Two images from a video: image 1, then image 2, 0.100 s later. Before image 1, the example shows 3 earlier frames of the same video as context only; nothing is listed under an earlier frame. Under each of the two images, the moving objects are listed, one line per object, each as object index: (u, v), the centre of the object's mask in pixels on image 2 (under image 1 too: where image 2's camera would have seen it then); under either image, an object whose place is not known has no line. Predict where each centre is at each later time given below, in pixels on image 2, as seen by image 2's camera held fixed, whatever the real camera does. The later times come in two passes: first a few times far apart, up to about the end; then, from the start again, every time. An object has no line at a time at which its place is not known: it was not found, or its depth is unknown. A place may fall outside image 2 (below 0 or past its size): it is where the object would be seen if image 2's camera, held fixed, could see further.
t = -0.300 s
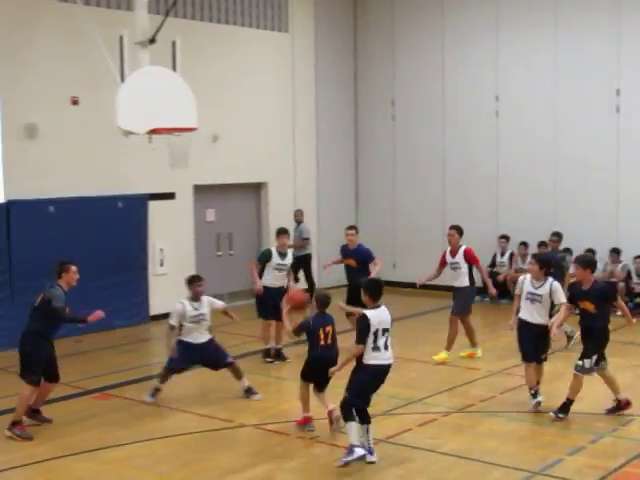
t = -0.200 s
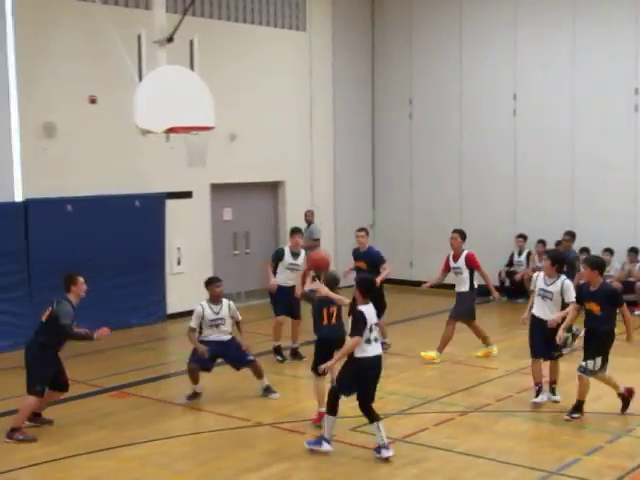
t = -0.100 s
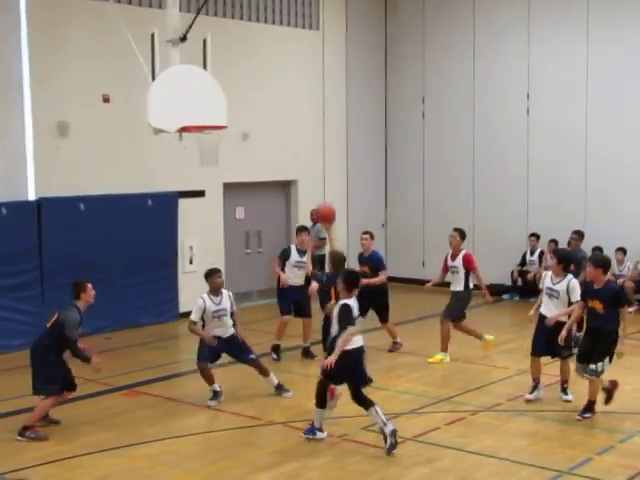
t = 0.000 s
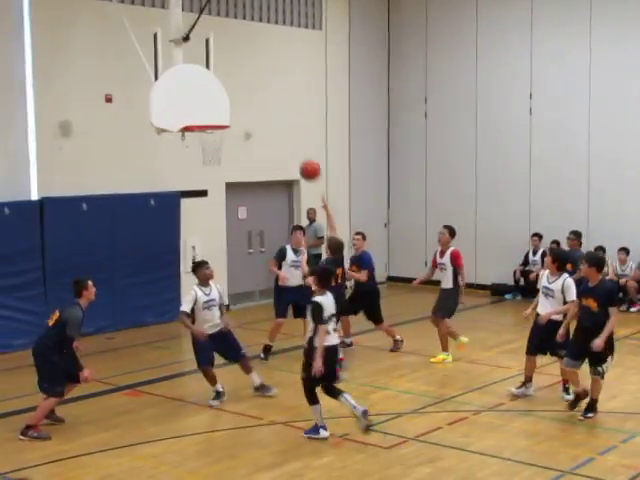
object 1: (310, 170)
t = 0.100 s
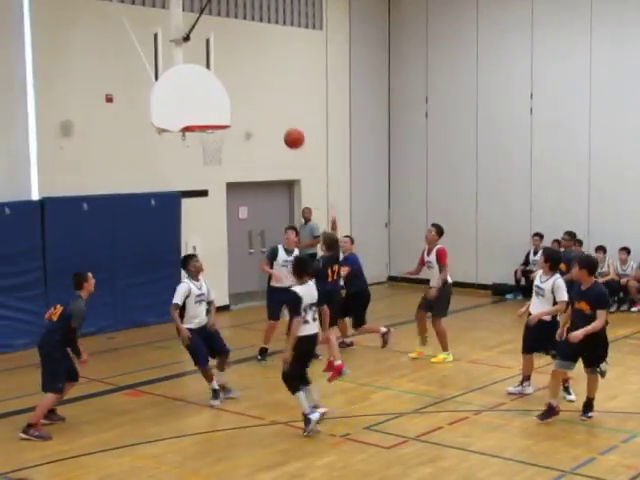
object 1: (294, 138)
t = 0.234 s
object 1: (274, 112)
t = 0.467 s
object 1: (244, 106)
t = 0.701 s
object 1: (241, 106)
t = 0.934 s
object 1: (263, 111)
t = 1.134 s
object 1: (282, 147)
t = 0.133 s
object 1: (288, 130)
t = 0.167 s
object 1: (284, 123)
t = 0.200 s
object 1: (279, 117)
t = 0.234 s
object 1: (274, 112)
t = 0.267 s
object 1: (269, 109)
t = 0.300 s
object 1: (265, 106)
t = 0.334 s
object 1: (260, 104)
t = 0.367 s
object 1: (256, 103)
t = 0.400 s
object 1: (252, 103)
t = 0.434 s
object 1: (248, 104)
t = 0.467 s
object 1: (244, 106)
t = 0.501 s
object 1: (240, 108)
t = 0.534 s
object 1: (236, 112)
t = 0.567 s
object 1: (233, 116)
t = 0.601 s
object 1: (232, 116)
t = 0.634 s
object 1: (235, 112)
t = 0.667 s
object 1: (239, 109)
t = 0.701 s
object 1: (241, 106)
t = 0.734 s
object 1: (244, 104)
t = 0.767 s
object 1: (248, 104)
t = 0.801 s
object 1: (251, 103)
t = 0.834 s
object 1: (254, 104)
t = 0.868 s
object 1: (257, 105)
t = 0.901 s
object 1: (260, 108)
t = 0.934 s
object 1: (263, 111)
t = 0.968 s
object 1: (266, 115)
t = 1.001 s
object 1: (269, 120)
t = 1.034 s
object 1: (272, 126)
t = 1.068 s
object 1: (276, 132)
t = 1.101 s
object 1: (279, 139)
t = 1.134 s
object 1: (282, 147)
